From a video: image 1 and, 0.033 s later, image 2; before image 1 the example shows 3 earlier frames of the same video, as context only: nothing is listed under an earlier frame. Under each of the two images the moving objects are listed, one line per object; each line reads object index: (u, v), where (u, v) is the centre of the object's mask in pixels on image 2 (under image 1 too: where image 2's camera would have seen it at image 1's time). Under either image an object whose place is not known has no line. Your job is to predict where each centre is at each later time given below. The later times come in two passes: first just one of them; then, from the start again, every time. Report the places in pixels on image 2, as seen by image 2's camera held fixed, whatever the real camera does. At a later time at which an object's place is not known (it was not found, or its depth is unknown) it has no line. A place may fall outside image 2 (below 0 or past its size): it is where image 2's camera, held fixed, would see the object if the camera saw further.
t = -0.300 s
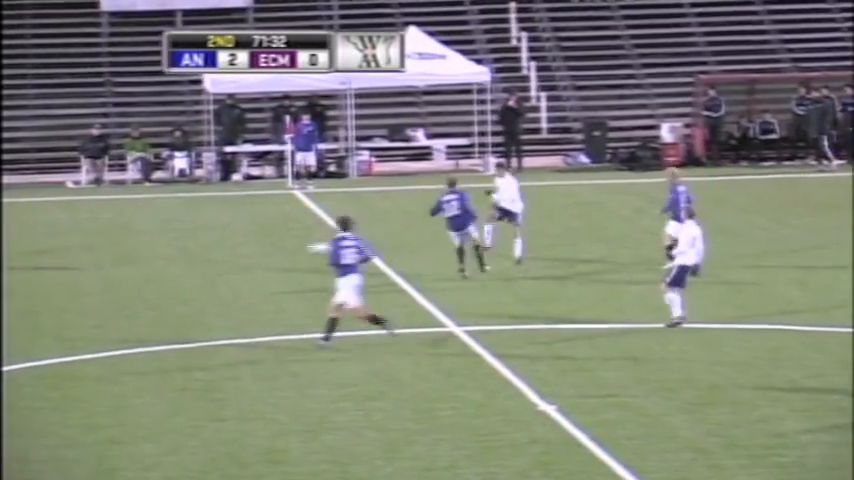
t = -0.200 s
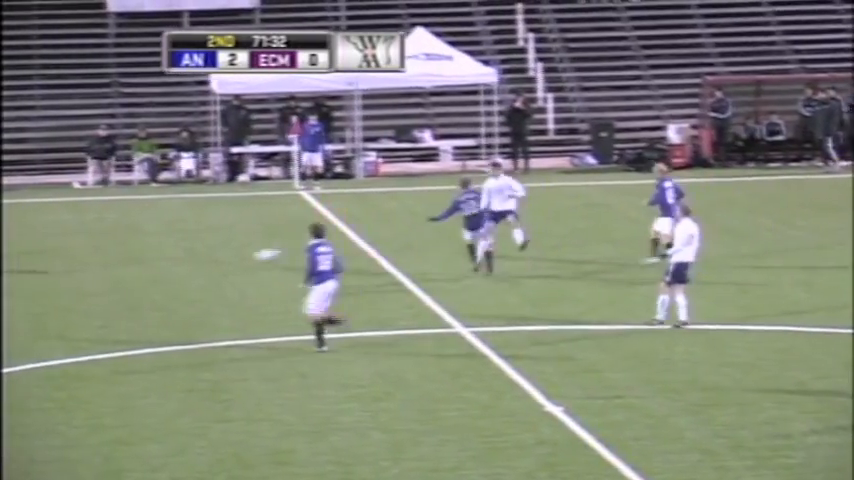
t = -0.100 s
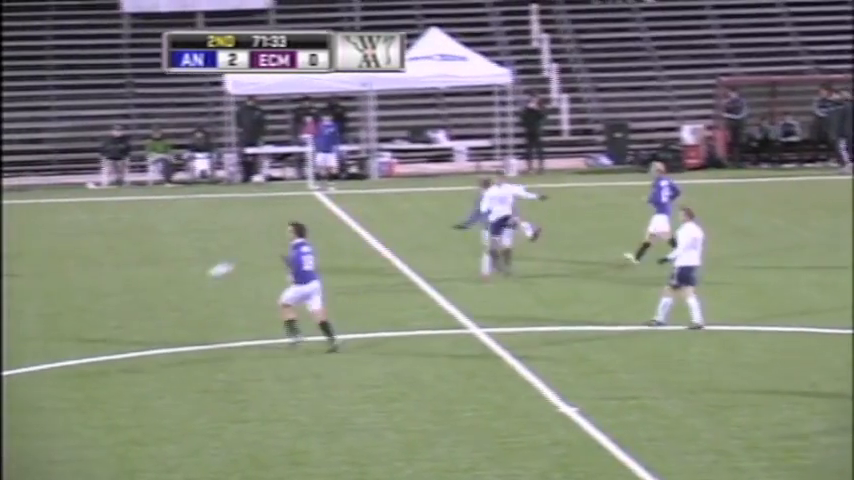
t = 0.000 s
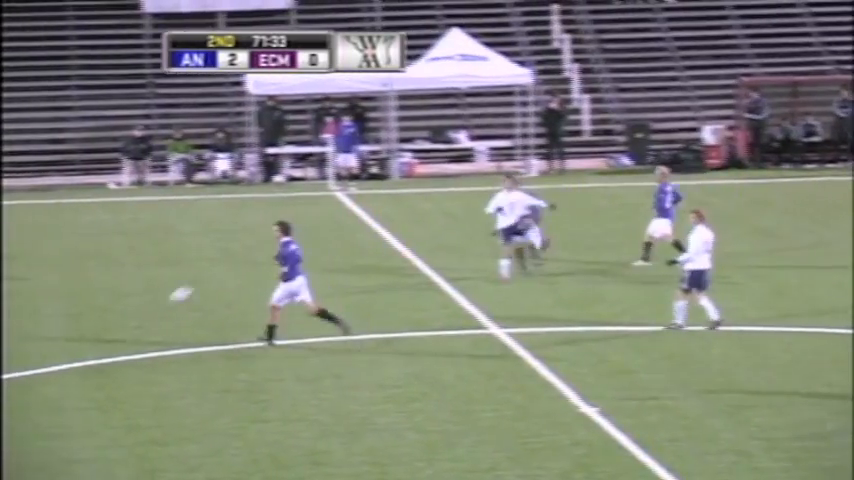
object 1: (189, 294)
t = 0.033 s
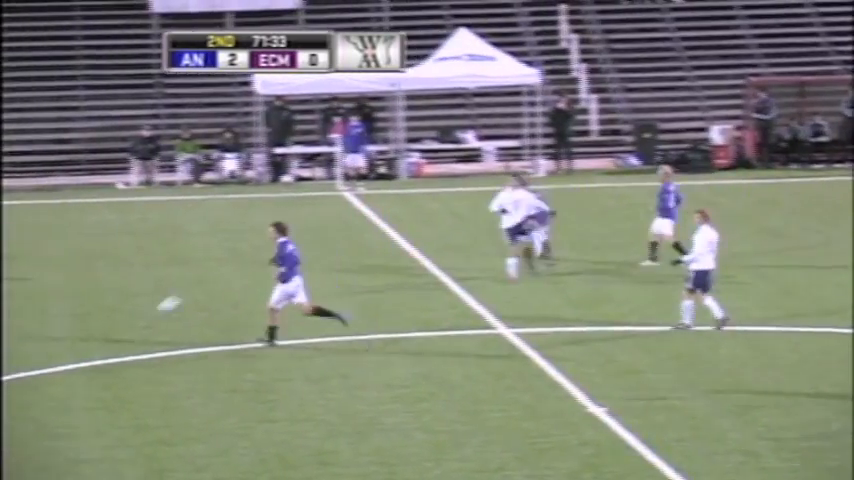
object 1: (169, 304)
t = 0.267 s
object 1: (40, 327)
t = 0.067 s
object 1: (147, 315)
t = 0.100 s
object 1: (126, 328)
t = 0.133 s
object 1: (108, 339)
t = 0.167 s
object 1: (91, 337)
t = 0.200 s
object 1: (74, 332)
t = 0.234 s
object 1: (57, 329)
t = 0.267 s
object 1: (40, 327)
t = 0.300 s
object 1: (23, 326)
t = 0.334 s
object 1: (5, 326)
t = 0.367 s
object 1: (-12, 327)
